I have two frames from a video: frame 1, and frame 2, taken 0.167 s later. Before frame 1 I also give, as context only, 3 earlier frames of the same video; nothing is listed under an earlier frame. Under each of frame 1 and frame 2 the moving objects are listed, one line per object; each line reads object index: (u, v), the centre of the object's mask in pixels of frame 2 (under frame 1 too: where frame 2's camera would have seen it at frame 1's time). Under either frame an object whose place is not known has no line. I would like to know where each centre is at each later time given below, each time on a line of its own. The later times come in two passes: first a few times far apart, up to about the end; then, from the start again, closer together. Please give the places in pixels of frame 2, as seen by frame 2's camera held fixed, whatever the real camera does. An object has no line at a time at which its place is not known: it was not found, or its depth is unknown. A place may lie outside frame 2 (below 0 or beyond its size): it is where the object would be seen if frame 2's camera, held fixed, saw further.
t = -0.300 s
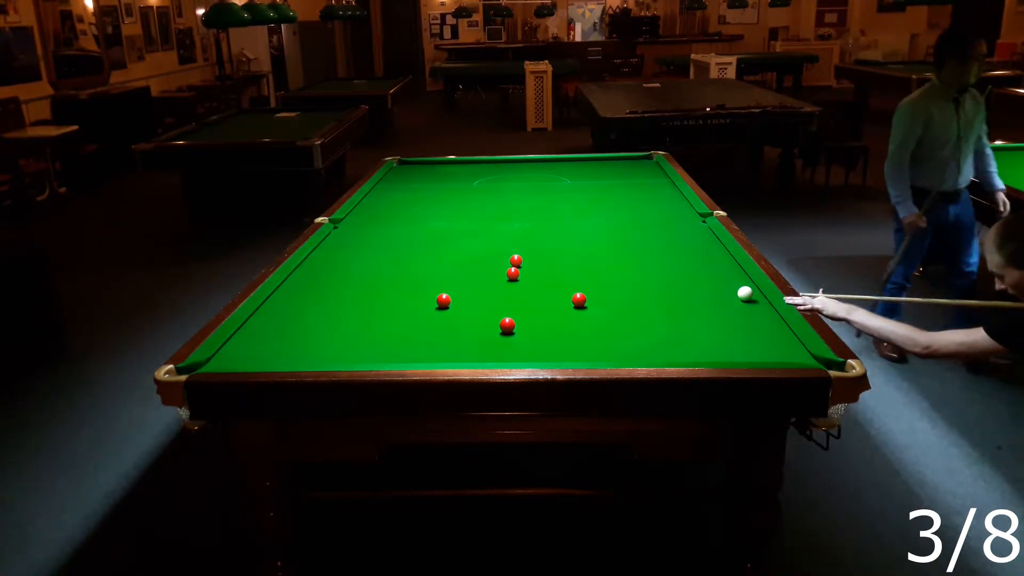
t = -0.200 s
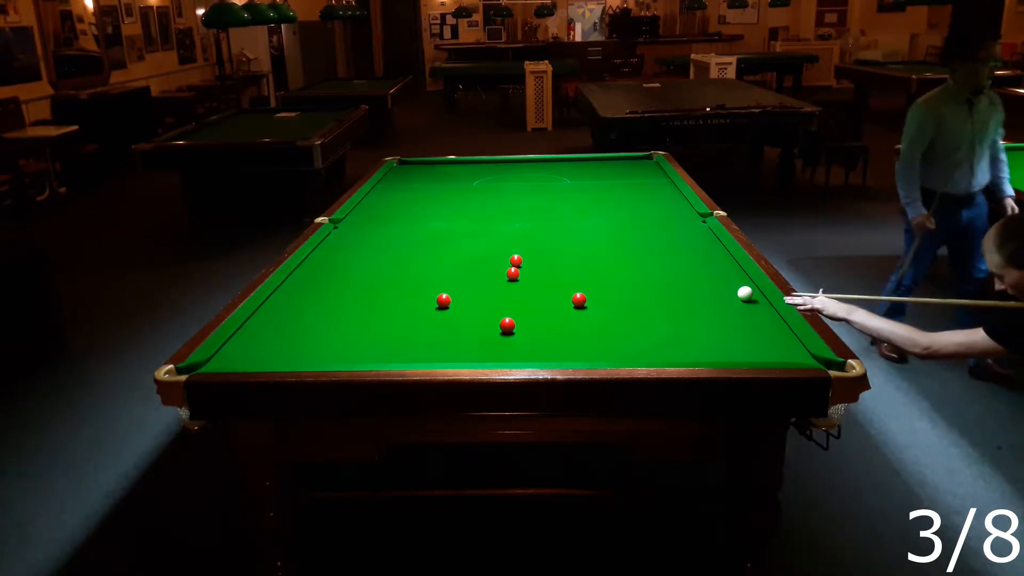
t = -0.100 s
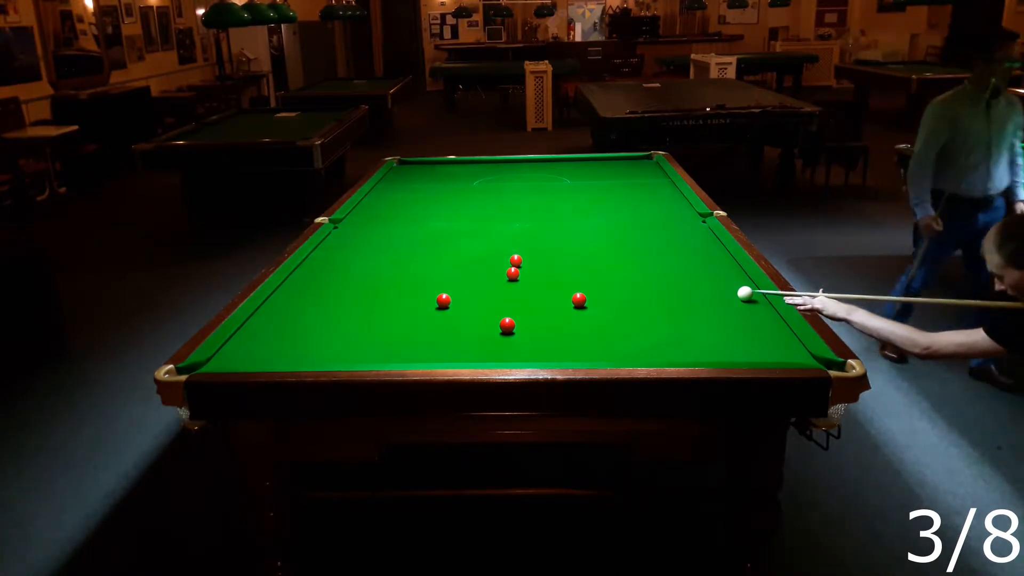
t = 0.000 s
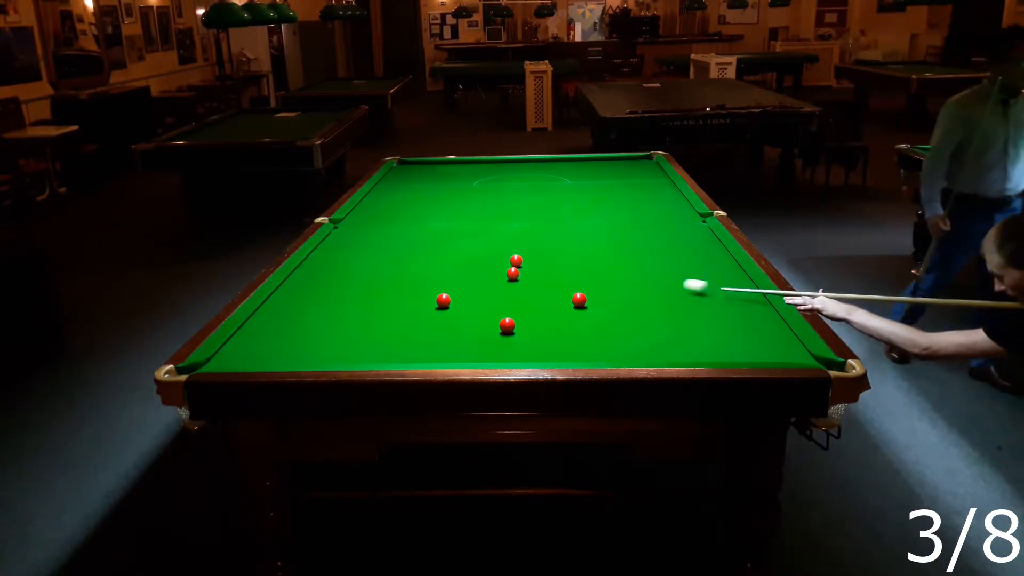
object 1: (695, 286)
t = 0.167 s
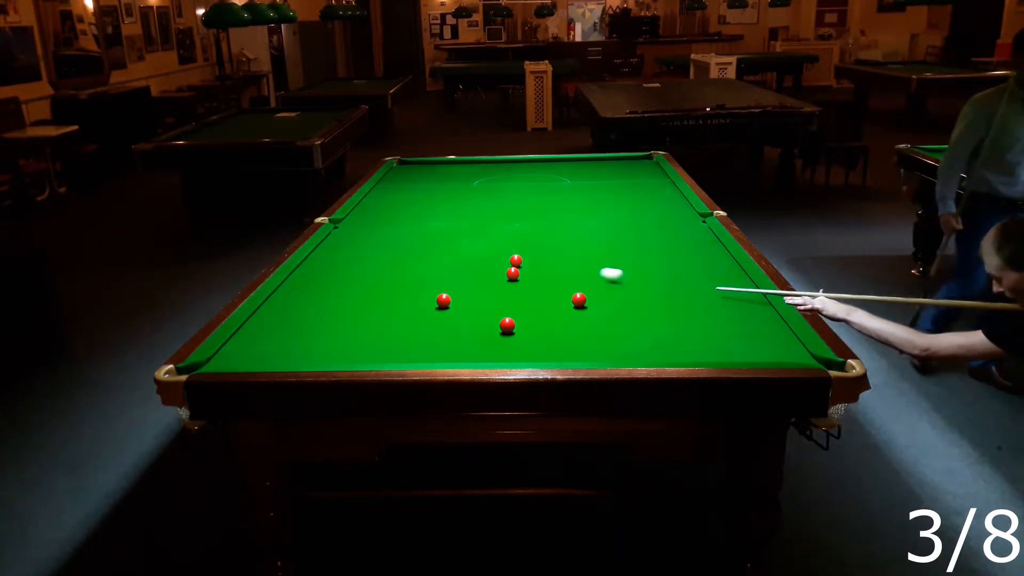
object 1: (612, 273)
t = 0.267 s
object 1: (566, 268)
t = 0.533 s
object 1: (510, 263)
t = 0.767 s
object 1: (479, 264)
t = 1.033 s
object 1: (444, 264)
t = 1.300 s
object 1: (411, 264)
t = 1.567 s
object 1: (379, 263)
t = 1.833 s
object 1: (350, 263)
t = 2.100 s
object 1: (322, 262)
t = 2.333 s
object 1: (312, 262)
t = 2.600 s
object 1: (328, 261)
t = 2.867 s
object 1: (342, 260)
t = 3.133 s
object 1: (355, 259)
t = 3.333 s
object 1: (363, 259)
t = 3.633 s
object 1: (377, 257)
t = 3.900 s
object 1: (383, 258)
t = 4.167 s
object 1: (390, 258)
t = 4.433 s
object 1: (396, 258)
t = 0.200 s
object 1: (596, 271)
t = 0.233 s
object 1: (581, 270)
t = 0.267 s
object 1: (566, 268)
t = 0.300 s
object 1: (552, 266)
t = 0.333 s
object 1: (538, 264)
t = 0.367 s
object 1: (526, 263)
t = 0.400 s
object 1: (523, 263)
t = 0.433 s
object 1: (521, 264)
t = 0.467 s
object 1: (518, 263)
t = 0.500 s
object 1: (515, 263)
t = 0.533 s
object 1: (510, 263)
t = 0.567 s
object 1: (506, 264)
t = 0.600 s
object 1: (501, 264)
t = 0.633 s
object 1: (497, 264)
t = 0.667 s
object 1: (492, 264)
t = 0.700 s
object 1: (488, 264)
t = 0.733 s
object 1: (483, 264)
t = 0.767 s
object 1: (479, 264)
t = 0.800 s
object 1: (474, 264)
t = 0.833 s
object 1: (470, 264)
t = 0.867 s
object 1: (465, 264)
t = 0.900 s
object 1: (461, 264)
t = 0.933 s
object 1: (457, 264)
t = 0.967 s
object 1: (452, 264)
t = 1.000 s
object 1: (448, 264)
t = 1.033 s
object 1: (444, 264)
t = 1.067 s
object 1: (439, 264)
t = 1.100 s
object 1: (436, 264)
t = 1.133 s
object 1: (431, 264)
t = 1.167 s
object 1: (427, 264)
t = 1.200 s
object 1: (423, 264)
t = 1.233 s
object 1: (419, 264)
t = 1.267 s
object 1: (415, 264)
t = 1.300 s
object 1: (411, 264)
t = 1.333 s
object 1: (407, 264)
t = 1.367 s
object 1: (403, 263)
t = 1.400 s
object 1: (399, 263)
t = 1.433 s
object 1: (395, 263)
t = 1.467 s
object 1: (391, 263)
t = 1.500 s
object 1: (387, 263)
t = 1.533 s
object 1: (383, 263)
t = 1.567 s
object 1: (379, 263)
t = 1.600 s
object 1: (376, 263)
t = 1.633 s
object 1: (372, 263)
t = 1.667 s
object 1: (368, 263)
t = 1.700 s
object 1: (365, 263)
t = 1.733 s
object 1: (361, 263)
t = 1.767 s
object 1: (357, 263)
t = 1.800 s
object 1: (354, 263)
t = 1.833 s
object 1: (350, 263)
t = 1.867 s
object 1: (346, 263)
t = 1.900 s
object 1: (343, 263)
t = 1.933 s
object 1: (339, 263)
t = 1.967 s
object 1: (335, 262)
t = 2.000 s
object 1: (332, 262)
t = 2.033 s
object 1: (329, 262)
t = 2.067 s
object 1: (325, 262)
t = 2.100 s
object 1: (322, 262)
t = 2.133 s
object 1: (319, 262)
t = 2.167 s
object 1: (315, 262)
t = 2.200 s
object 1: (312, 262)
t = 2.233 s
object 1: (309, 262)
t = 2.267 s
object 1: (308, 262)
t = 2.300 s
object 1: (310, 262)
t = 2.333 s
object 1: (312, 262)
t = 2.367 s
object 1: (314, 261)
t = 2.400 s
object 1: (316, 261)
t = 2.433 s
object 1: (318, 261)
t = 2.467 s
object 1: (320, 261)
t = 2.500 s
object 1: (322, 261)
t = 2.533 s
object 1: (324, 261)
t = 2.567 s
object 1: (326, 261)
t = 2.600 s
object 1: (328, 261)
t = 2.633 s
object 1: (330, 261)
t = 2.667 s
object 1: (331, 260)
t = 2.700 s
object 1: (333, 260)
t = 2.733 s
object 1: (335, 260)
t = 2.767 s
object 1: (337, 260)
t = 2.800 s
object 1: (339, 260)
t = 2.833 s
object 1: (340, 260)
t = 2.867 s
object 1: (342, 260)
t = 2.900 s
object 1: (343, 260)
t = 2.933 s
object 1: (345, 260)
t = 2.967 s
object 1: (347, 260)
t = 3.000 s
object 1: (349, 260)
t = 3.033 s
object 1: (350, 260)
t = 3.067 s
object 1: (351, 260)
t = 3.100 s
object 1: (353, 259)
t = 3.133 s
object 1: (355, 259)
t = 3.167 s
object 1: (356, 260)
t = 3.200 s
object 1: (357, 259)
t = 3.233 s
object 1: (359, 259)
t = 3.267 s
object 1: (360, 259)
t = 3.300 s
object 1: (362, 259)
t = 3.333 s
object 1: (363, 259)
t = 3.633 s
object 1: (377, 257)
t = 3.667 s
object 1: (375, 258)
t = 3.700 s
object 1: (376, 259)
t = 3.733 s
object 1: (377, 259)
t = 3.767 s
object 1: (378, 258)
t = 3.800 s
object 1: (380, 258)
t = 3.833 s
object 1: (381, 258)
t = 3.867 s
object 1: (382, 258)
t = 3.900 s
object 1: (383, 258)
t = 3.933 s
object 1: (384, 258)
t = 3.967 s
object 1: (385, 258)
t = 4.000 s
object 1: (386, 258)
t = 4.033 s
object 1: (387, 258)
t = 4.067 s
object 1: (388, 258)
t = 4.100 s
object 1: (388, 258)
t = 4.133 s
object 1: (389, 258)
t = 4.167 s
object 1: (390, 258)
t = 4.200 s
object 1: (391, 258)
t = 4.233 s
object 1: (392, 258)
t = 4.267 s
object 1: (392, 258)
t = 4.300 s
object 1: (393, 258)
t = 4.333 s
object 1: (394, 258)
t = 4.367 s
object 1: (394, 258)
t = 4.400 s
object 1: (395, 258)
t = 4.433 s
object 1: (396, 258)
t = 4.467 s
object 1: (396, 258)
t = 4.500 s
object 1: (397, 258)
